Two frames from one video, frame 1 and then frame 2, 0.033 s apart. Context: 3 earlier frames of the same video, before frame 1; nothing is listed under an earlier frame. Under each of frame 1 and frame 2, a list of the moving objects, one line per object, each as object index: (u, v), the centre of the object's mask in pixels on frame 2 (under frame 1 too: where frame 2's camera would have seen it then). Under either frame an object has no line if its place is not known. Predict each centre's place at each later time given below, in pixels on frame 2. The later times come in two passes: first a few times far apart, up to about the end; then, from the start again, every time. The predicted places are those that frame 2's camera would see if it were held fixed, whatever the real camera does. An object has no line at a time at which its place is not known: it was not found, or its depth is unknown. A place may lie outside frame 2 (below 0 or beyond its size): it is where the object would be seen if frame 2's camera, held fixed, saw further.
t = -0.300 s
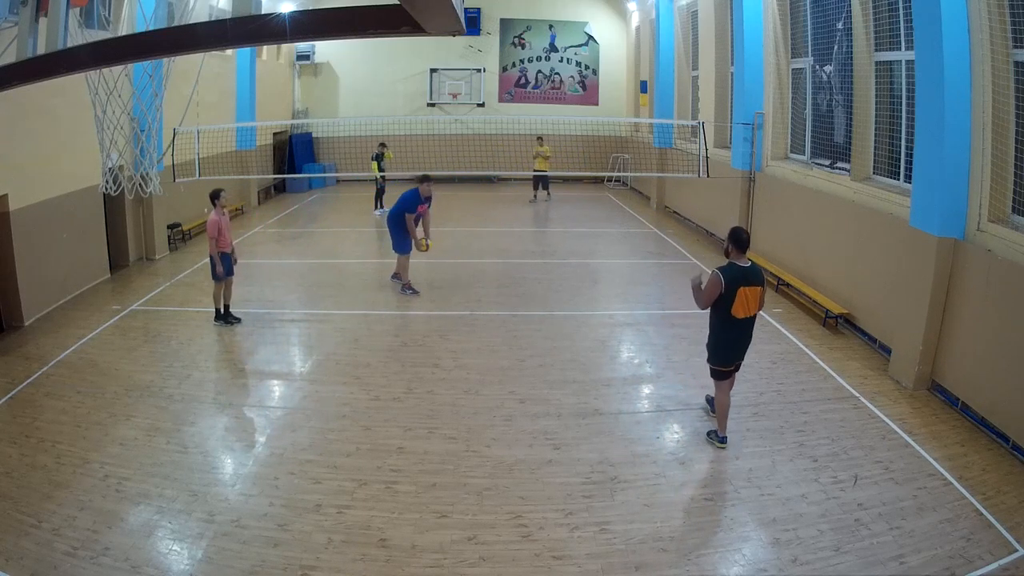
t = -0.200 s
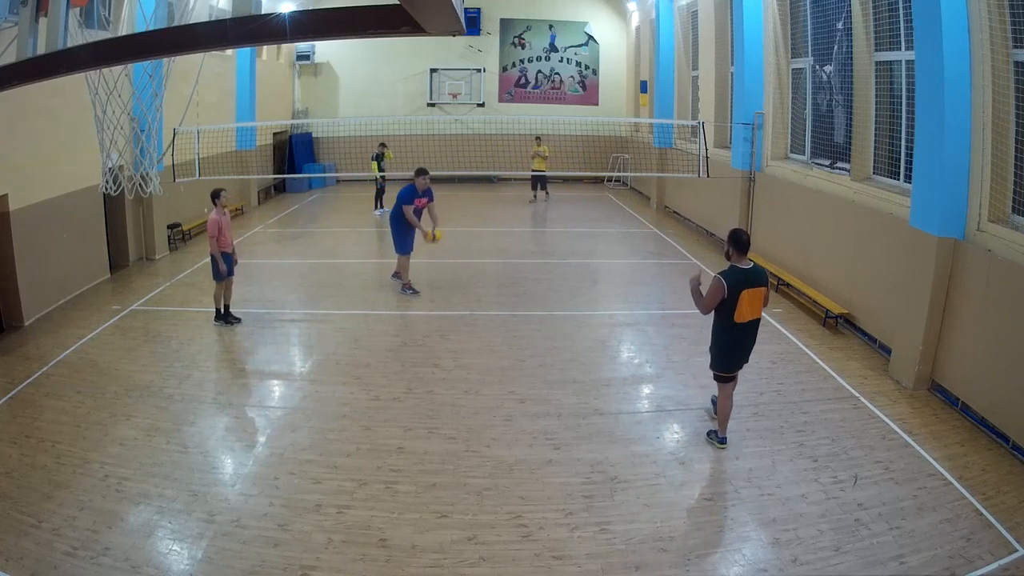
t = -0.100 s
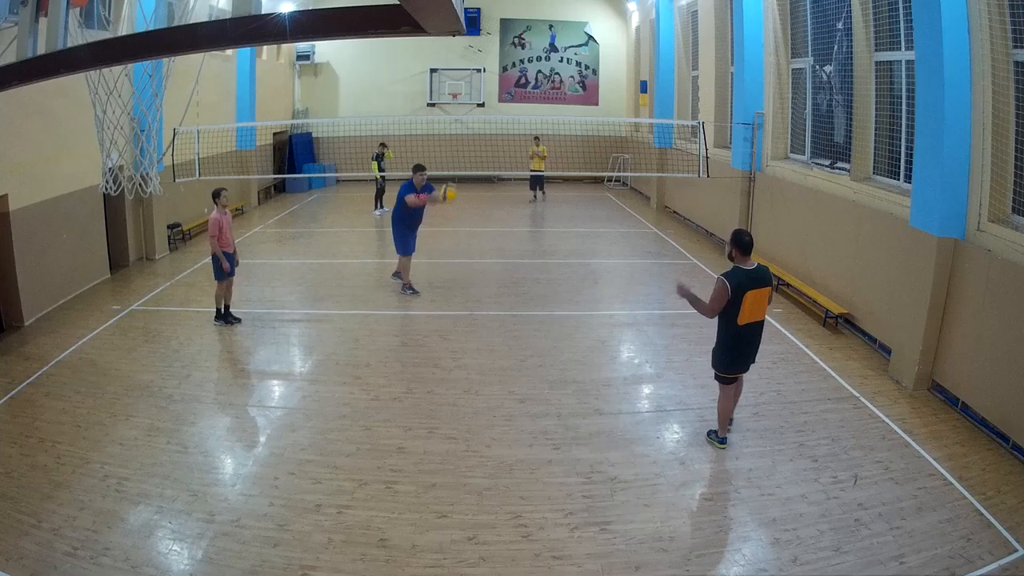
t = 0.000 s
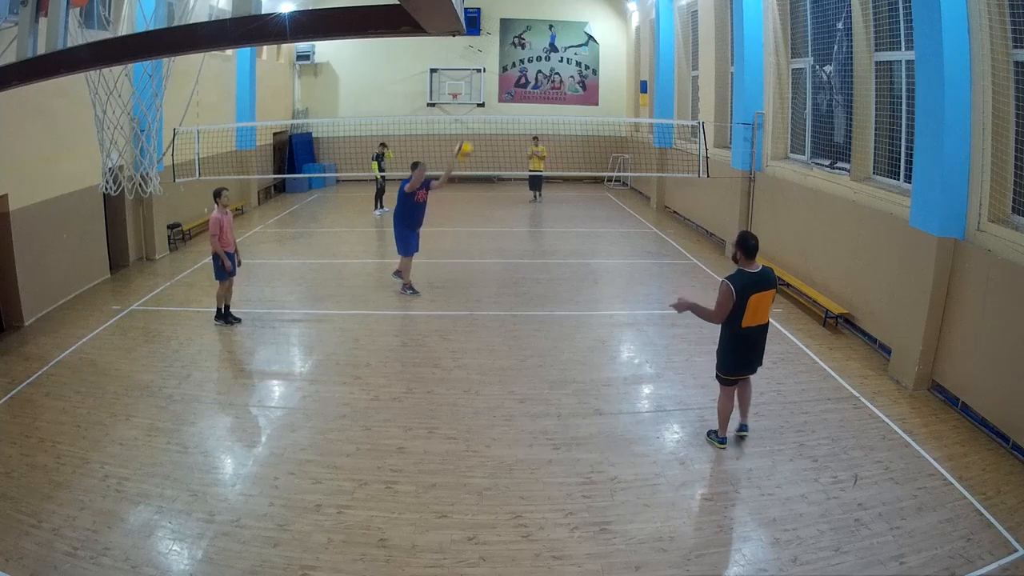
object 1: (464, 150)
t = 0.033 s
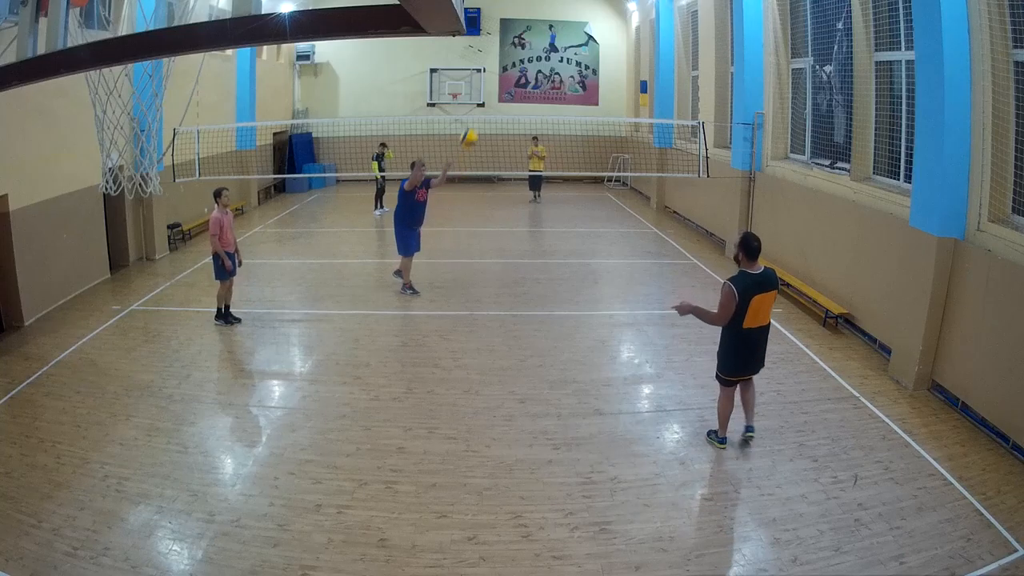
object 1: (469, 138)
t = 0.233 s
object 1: (507, 74)
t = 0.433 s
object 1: (552, 37)
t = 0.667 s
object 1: (619, 44)
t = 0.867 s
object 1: (687, 111)
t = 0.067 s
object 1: (474, 127)
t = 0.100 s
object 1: (480, 115)
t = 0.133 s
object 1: (486, 103)
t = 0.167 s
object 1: (493, 93)
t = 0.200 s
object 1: (500, 84)
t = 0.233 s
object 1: (507, 74)
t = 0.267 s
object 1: (513, 66)
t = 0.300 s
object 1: (520, 58)
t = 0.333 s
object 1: (527, 52)
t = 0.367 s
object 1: (535, 46)
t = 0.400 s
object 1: (542, 42)
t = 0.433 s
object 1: (552, 37)
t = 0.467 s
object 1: (561, 34)
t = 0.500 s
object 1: (569, 33)
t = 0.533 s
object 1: (578, 33)
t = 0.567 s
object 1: (588, 33)
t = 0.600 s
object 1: (597, 35)
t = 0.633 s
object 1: (608, 38)
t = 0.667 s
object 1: (619, 44)
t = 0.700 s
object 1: (628, 49)
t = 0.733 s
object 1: (640, 57)
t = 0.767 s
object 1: (651, 69)
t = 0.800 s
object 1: (663, 80)
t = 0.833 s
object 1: (675, 96)
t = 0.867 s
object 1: (687, 111)
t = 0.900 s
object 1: (701, 132)
